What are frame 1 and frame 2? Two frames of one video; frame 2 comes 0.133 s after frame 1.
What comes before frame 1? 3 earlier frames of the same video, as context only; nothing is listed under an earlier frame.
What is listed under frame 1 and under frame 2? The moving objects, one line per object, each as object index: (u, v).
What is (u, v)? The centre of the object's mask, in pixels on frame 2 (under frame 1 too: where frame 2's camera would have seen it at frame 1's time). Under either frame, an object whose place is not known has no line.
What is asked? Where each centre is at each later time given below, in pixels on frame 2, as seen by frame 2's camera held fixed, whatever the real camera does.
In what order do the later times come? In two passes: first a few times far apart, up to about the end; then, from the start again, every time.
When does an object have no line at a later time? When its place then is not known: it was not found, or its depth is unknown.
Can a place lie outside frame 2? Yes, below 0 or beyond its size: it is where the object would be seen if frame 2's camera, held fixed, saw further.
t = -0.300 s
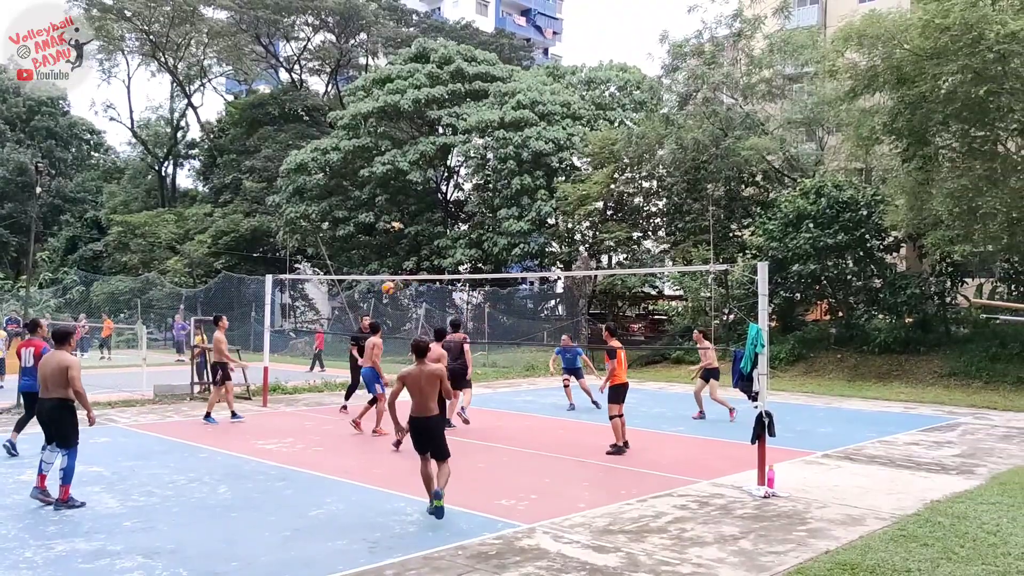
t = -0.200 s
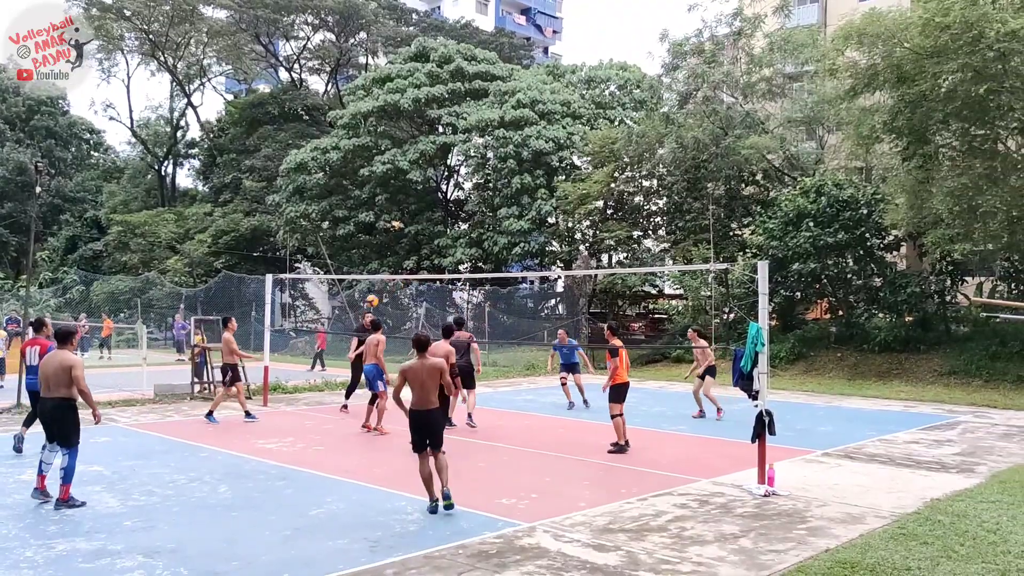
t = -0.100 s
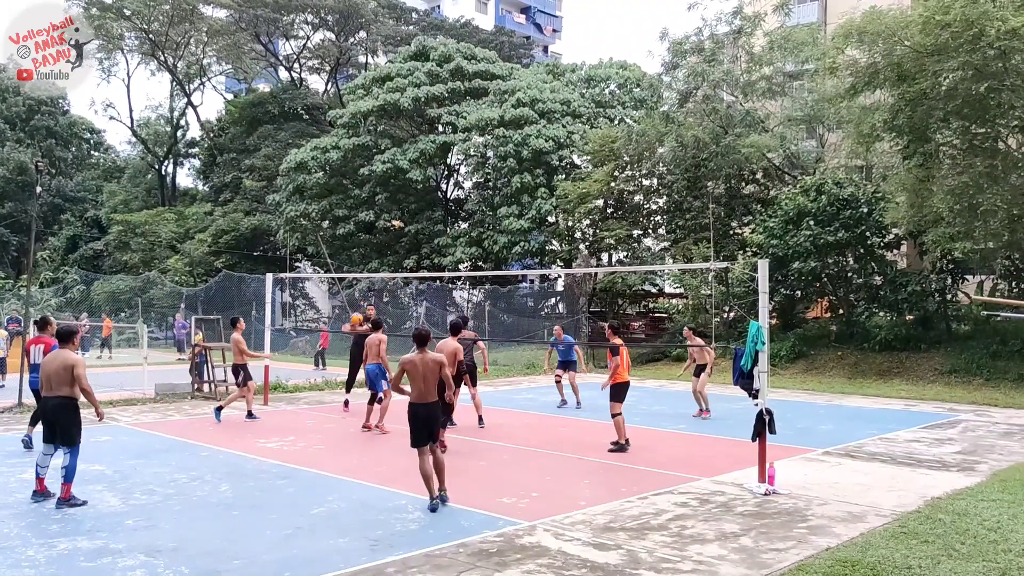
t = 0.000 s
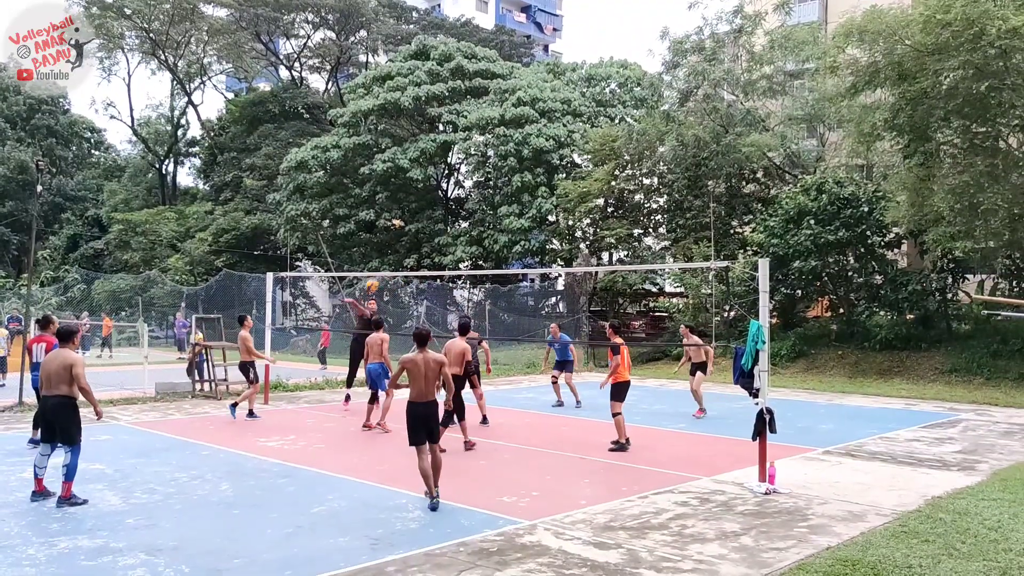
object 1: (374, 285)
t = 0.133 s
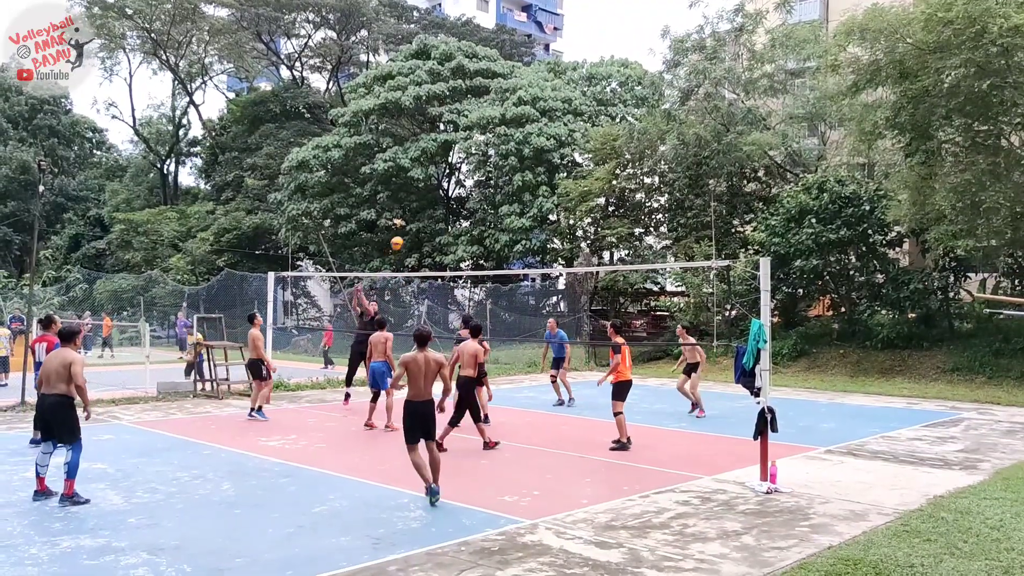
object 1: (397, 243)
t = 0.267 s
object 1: (421, 211)
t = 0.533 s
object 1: (469, 176)
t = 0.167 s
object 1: (402, 234)
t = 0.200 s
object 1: (408, 225)
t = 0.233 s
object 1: (415, 217)
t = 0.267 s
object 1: (421, 211)
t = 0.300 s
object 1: (430, 201)
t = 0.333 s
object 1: (433, 198)
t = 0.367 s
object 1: (439, 193)
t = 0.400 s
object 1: (448, 186)
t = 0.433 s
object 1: (451, 184)
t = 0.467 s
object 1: (457, 181)
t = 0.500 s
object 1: (466, 177)
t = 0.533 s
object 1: (469, 176)
